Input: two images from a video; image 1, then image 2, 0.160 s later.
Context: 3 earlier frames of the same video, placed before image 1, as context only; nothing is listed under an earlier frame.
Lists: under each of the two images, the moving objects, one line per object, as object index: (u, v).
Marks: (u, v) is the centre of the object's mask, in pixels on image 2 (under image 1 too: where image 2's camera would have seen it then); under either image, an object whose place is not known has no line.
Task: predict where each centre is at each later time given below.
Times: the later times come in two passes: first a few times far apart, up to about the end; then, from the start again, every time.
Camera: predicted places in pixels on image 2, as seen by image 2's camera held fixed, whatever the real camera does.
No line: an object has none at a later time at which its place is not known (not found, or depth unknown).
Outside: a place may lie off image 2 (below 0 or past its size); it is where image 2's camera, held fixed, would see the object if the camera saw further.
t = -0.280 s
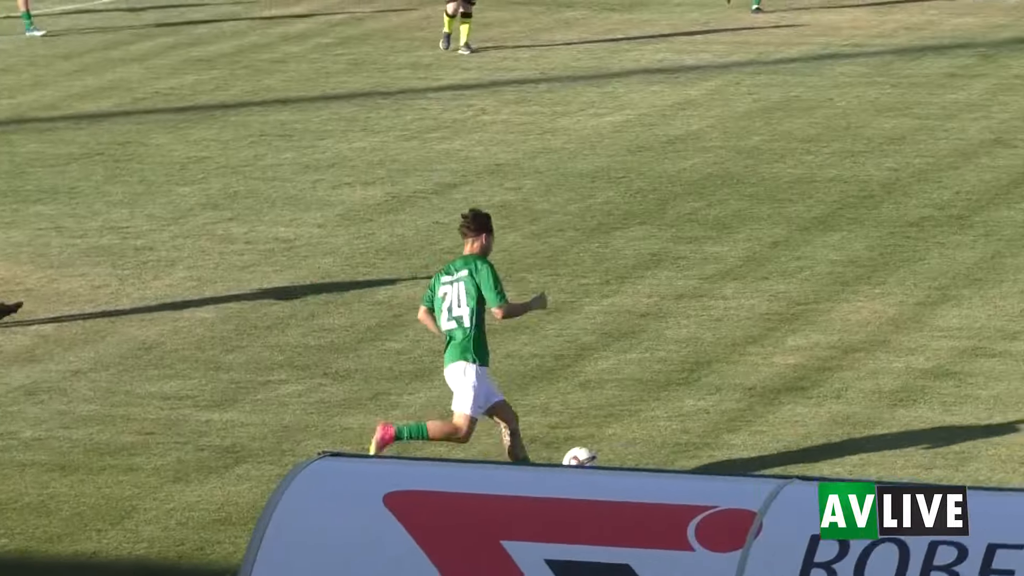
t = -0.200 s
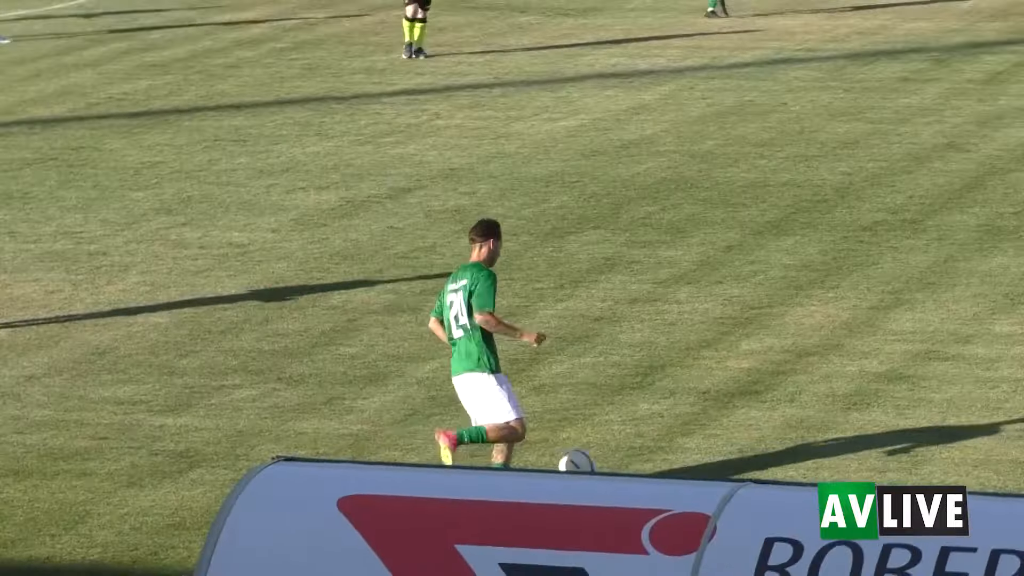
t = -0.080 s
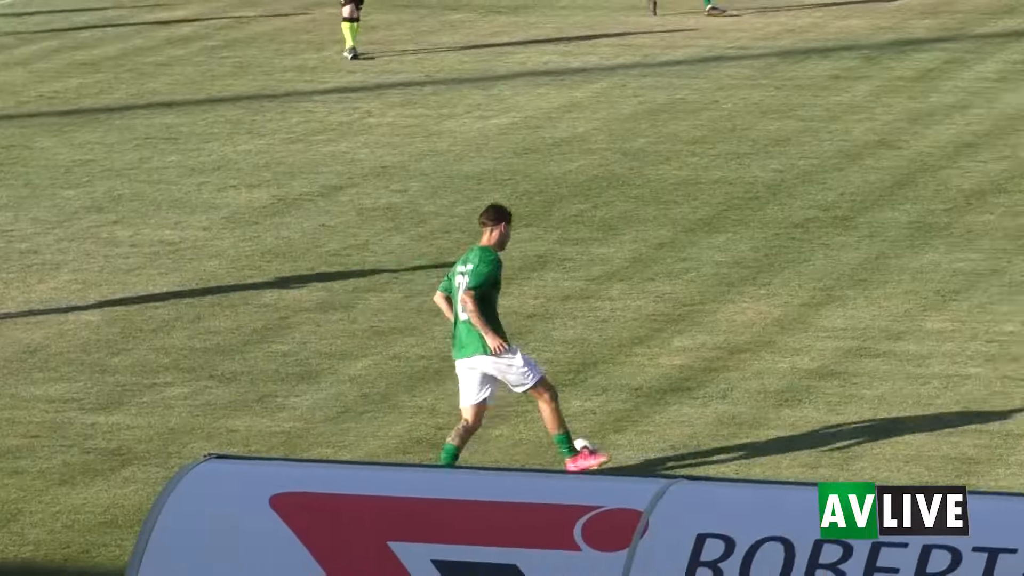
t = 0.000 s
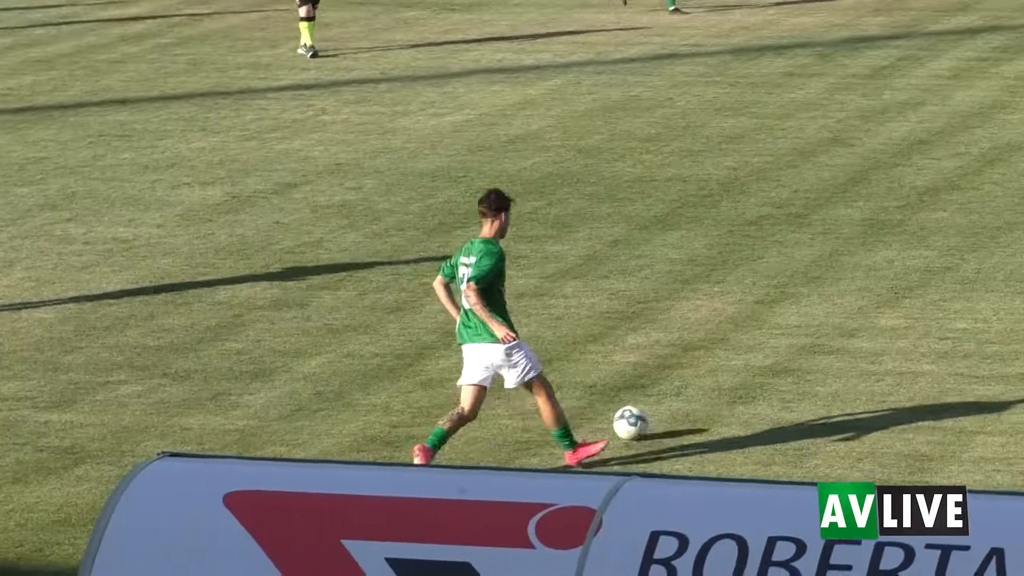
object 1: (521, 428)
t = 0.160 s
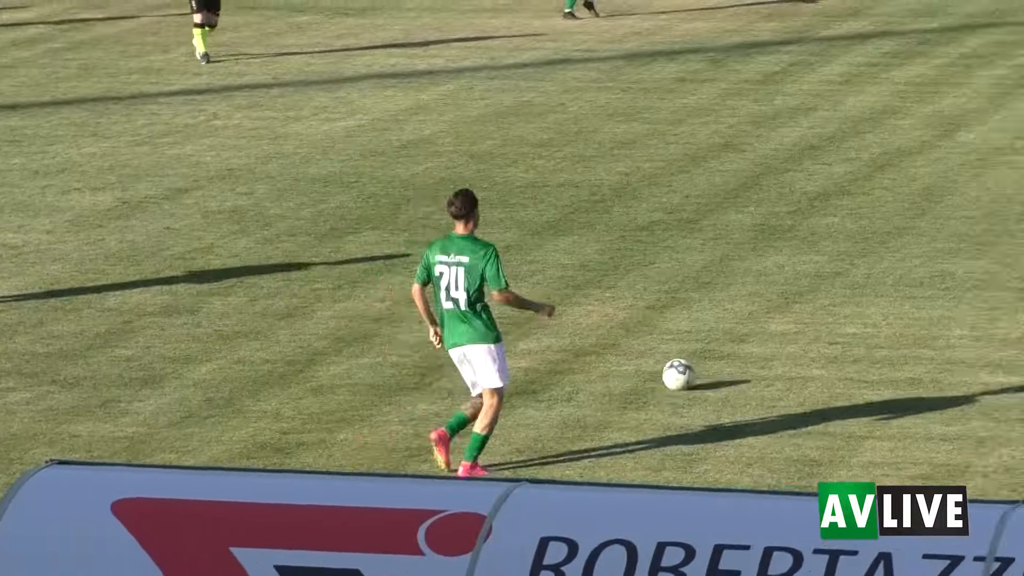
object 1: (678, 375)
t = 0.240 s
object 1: (744, 350)
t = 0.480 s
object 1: (901, 292)
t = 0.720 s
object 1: (1022, 247)
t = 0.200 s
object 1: (711, 362)
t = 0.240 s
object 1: (744, 350)
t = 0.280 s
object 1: (775, 341)
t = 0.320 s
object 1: (802, 330)
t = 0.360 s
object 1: (828, 319)
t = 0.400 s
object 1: (854, 310)
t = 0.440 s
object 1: (879, 302)
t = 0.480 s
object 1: (901, 292)
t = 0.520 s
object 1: (924, 284)
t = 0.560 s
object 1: (945, 277)
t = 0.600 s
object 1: (966, 271)
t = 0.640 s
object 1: (985, 261)
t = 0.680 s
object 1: (1004, 253)
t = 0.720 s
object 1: (1022, 247)
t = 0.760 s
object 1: (1038, 243)
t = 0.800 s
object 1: (1055, 240)
